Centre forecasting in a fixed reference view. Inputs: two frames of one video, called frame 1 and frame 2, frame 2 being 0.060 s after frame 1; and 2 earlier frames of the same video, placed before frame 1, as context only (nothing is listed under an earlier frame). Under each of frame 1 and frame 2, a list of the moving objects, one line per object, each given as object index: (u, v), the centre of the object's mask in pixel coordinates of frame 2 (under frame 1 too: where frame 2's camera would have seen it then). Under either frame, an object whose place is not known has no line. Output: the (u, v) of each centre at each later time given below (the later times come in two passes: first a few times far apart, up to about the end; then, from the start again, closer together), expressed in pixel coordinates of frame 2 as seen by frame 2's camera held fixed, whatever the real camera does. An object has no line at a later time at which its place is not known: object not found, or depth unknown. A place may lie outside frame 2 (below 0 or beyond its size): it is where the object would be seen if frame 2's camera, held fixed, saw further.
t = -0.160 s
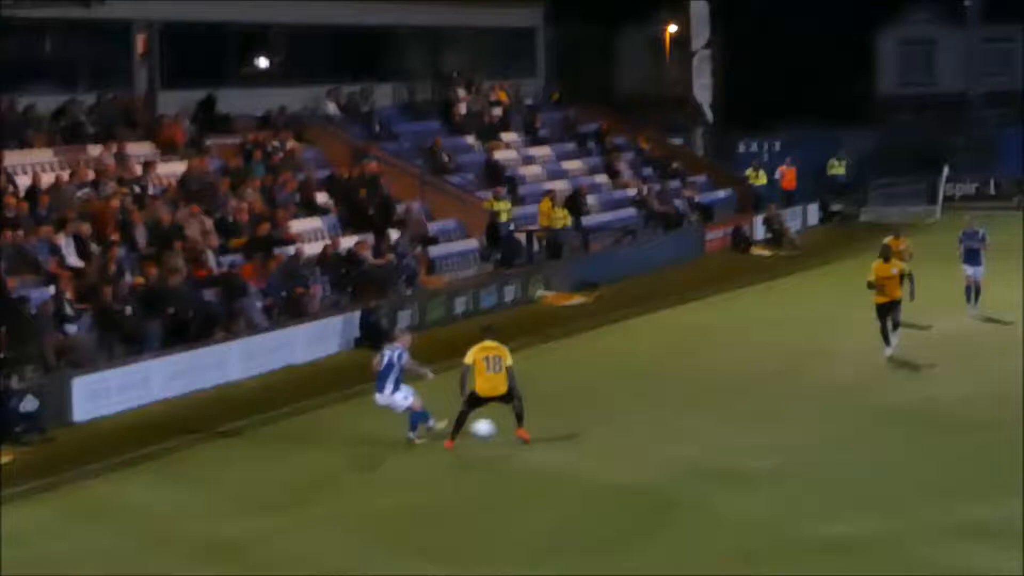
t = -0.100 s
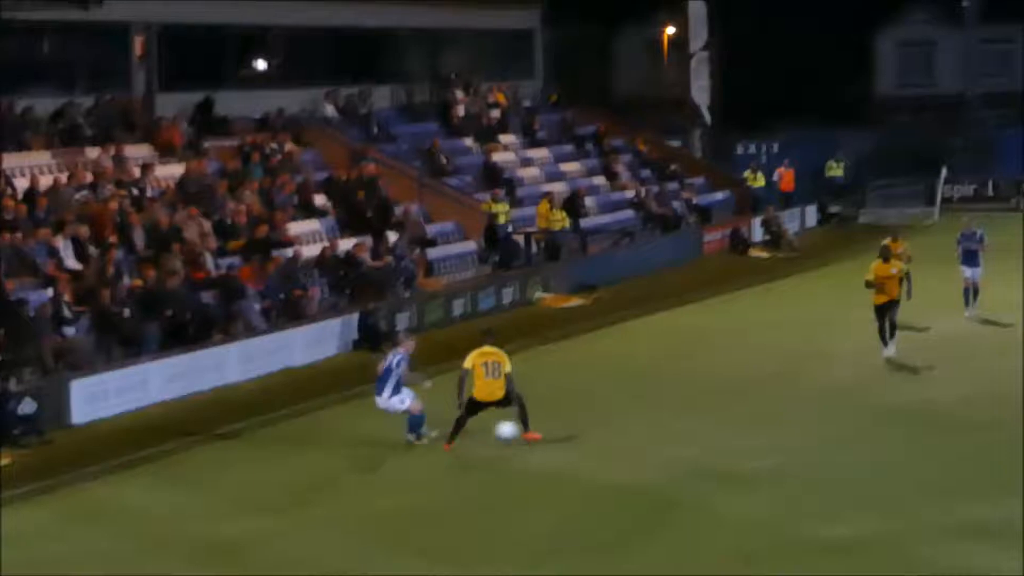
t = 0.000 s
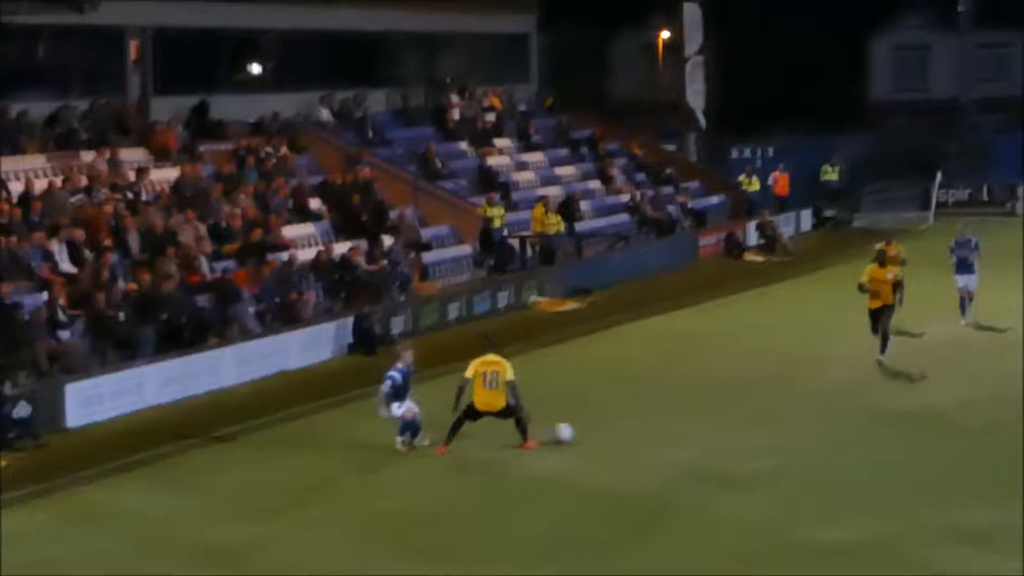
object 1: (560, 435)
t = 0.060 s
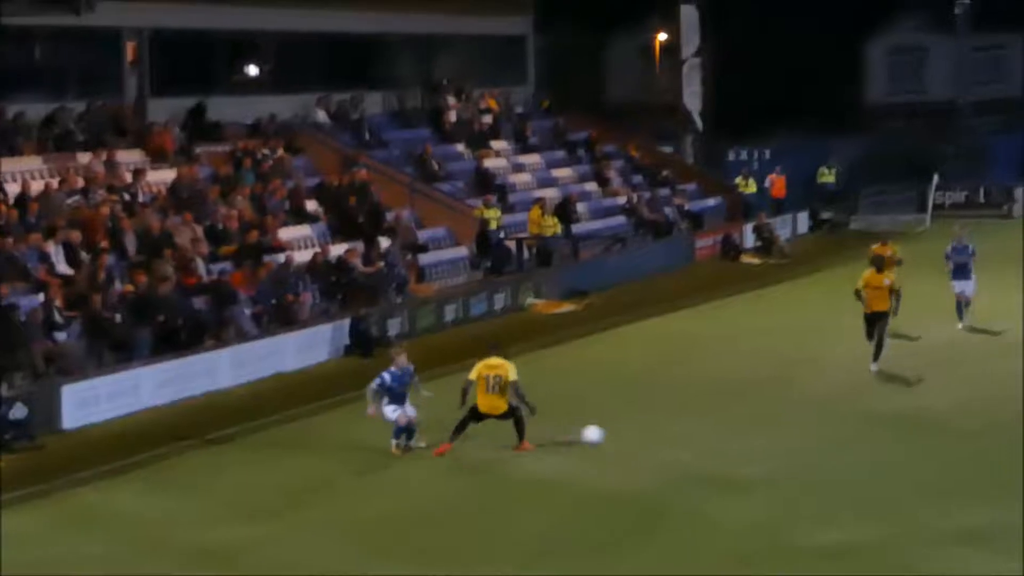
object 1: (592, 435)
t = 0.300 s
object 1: (718, 434)
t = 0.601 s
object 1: (855, 436)
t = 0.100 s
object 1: (615, 435)
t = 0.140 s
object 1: (637, 434)
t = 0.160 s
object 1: (646, 434)
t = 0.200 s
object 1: (668, 434)
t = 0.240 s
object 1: (689, 434)
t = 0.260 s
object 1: (699, 436)
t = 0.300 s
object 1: (718, 434)
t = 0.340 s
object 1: (737, 433)
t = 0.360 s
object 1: (747, 433)
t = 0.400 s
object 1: (766, 434)
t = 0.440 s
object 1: (784, 435)
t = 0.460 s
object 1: (793, 435)
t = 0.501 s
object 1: (811, 434)
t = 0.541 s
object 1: (830, 434)
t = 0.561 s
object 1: (838, 435)
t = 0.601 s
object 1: (855, 436)
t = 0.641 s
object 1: (874, 436)
